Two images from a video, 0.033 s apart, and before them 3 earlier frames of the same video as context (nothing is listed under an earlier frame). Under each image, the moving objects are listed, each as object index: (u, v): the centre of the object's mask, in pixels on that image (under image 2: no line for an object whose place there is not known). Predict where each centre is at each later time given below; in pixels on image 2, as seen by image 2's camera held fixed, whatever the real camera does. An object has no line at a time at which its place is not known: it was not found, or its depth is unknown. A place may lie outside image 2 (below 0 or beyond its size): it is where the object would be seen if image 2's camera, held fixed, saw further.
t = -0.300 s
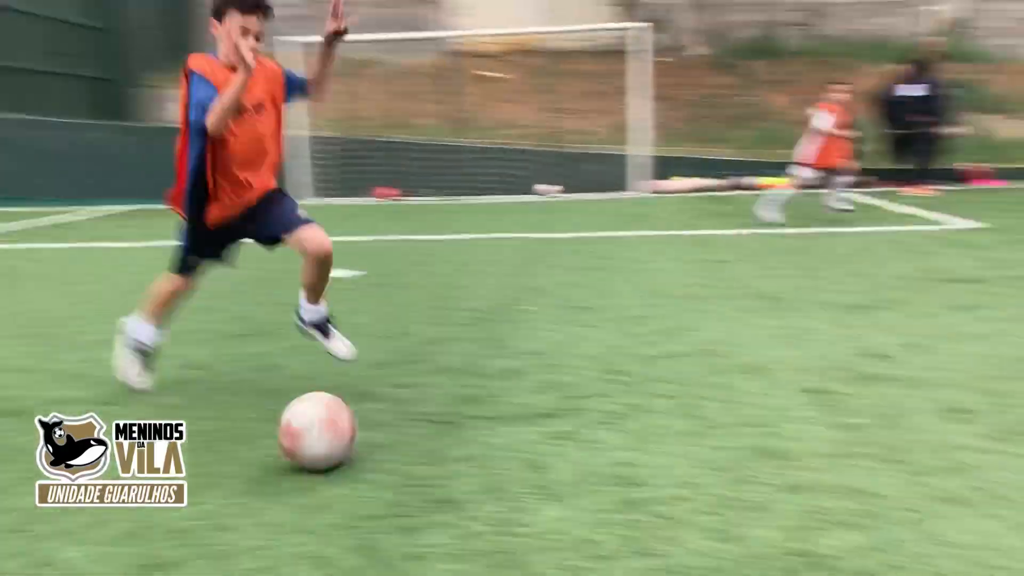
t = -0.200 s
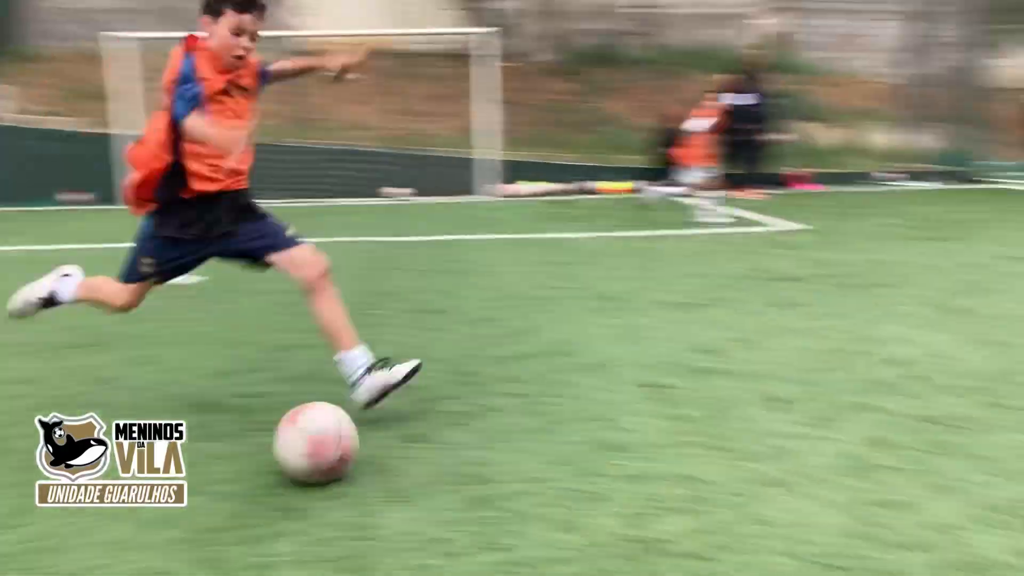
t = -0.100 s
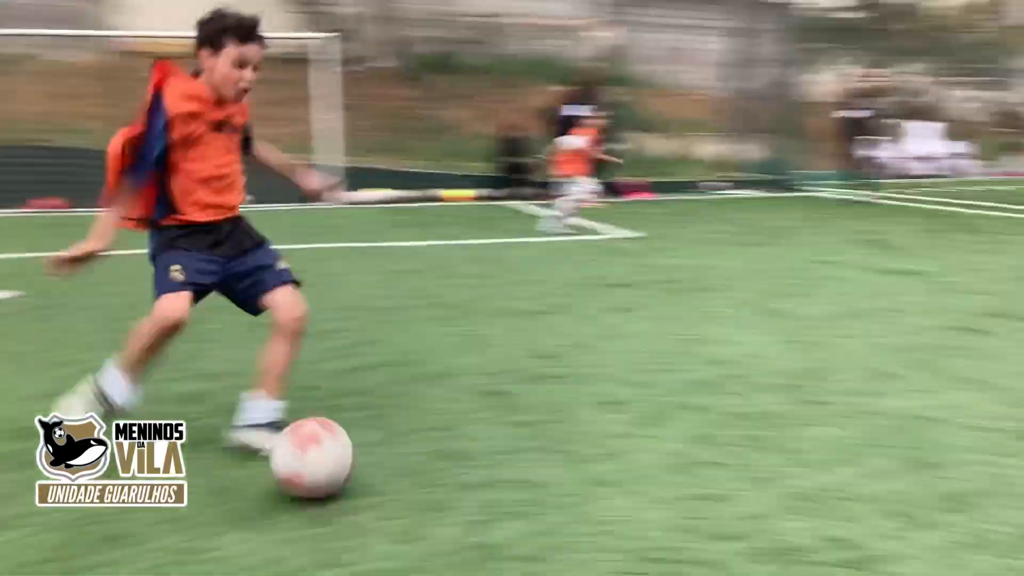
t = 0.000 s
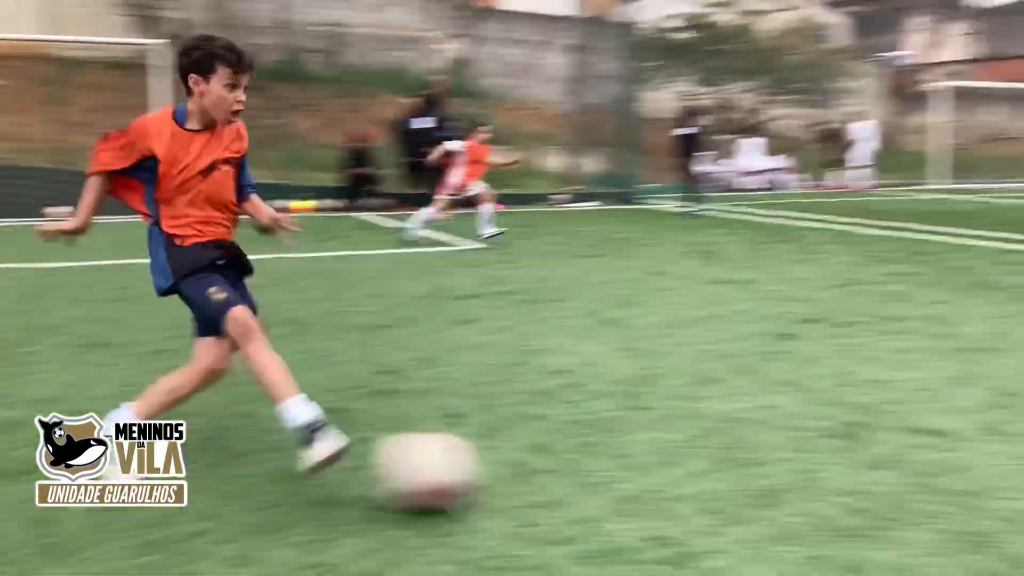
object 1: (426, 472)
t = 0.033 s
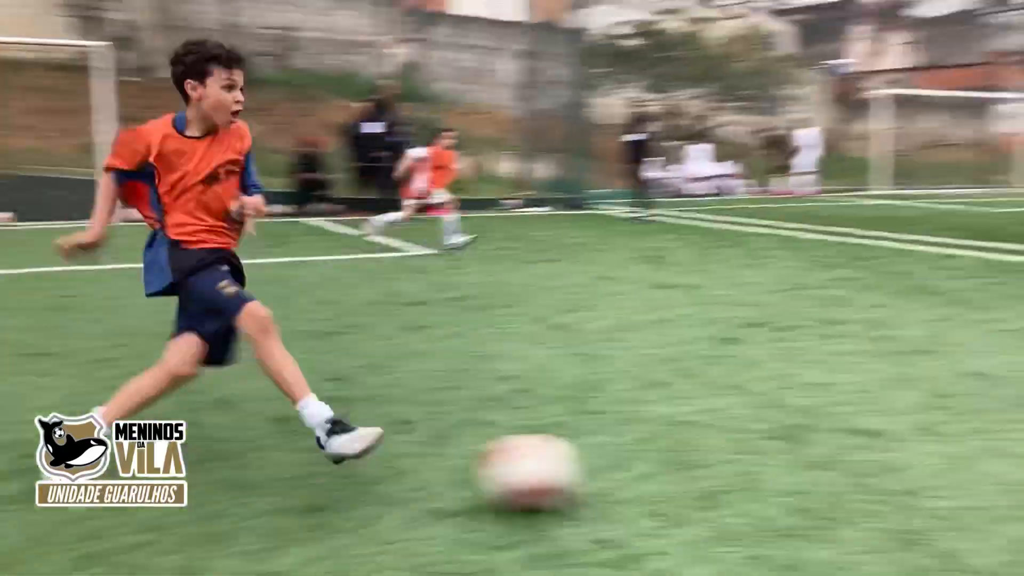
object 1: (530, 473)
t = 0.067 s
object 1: (671, 466)
